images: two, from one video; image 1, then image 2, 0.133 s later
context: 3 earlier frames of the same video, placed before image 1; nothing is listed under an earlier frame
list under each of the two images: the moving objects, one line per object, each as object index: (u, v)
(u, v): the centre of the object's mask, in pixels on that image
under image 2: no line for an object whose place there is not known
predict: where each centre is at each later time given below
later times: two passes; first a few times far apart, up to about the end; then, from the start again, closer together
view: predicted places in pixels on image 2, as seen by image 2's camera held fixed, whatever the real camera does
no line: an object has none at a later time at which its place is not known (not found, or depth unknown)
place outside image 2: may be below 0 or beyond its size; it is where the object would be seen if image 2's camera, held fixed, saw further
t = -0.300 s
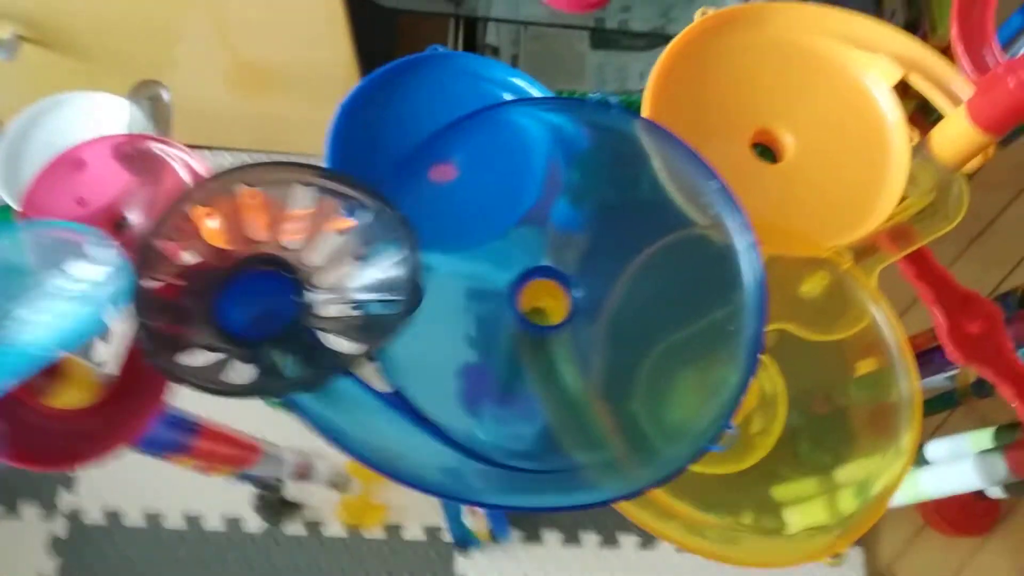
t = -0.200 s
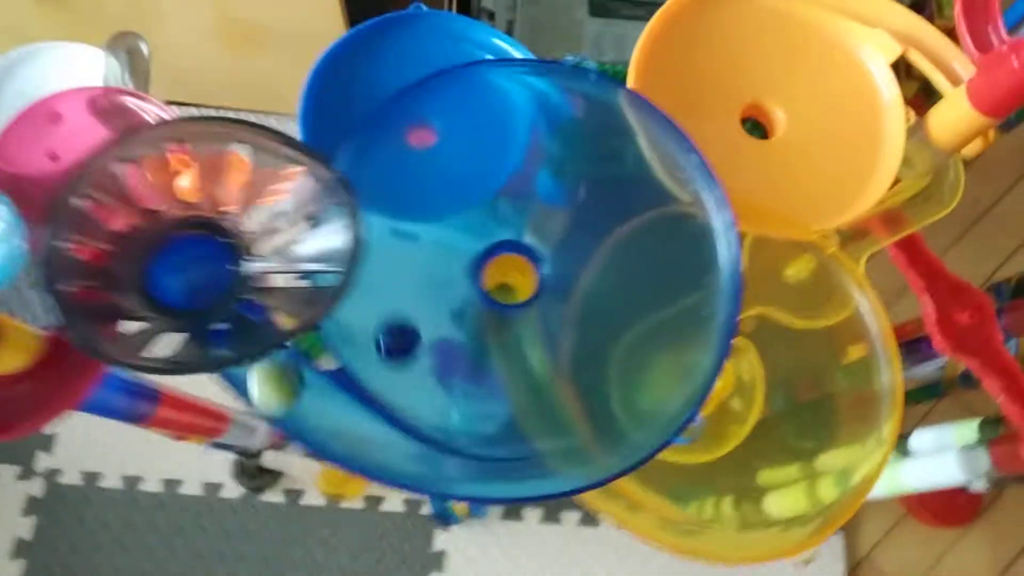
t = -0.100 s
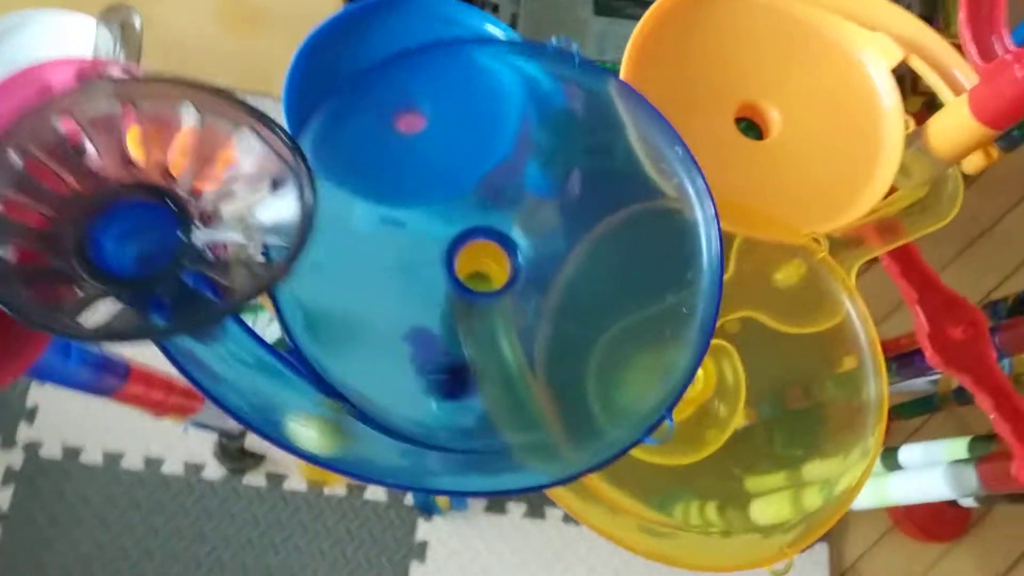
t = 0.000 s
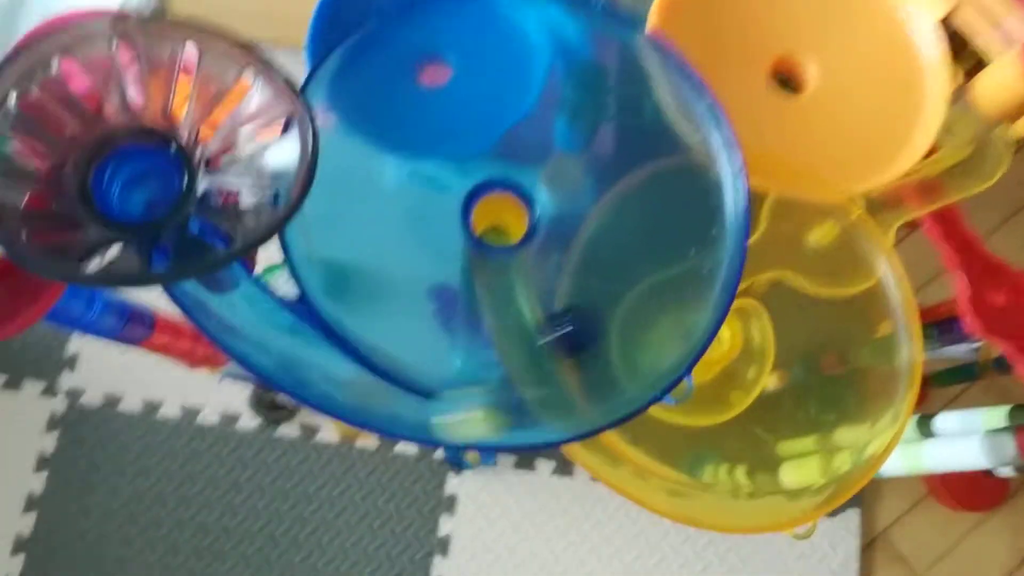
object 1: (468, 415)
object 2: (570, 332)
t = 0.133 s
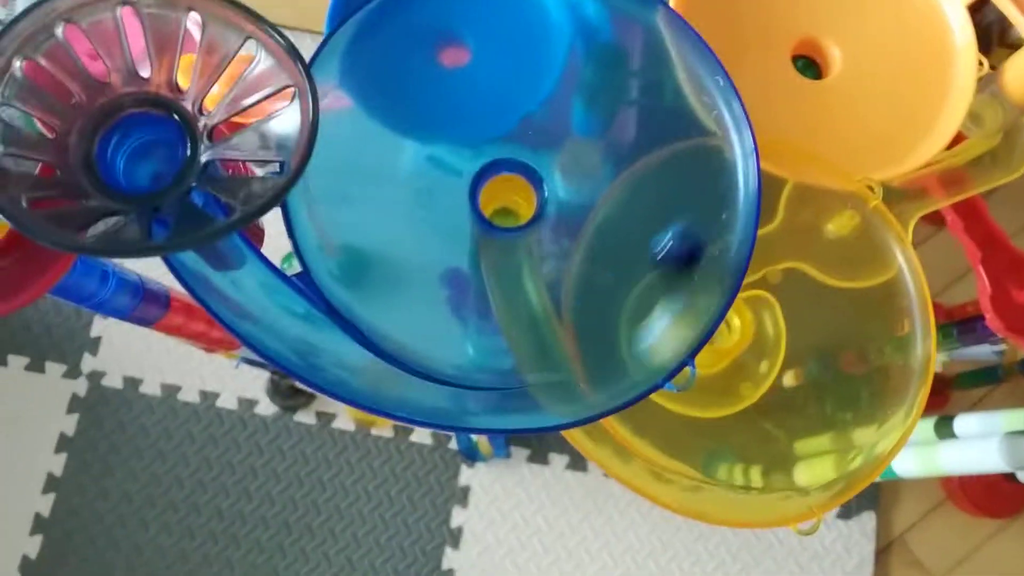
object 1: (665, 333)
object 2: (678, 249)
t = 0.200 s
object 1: (711, 250)
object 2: (696, 199)
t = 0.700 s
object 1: (393, 23)
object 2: (358, 74)
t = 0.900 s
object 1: (322, 187)
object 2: (336, 236)
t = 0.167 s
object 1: (695, 290)
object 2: (692, 225)
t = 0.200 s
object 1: (711, 250)
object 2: (696, 199)
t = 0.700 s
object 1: (393, 23)
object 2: (358, 74)
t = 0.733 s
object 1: (367, 45)
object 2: (345, 95)
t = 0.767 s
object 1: (347, 67)
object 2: (336, 123)
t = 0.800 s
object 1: (338, 90)
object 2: (331, 154)
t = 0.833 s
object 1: (336, 125)
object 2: (324, 183)
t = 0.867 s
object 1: (327, 158)
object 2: (326, 210)
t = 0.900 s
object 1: (322, 187)
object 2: (336, 236)
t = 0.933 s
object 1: (329, 220)
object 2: (352, 264)
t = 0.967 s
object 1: (342, 246)
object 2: (373, 288)
